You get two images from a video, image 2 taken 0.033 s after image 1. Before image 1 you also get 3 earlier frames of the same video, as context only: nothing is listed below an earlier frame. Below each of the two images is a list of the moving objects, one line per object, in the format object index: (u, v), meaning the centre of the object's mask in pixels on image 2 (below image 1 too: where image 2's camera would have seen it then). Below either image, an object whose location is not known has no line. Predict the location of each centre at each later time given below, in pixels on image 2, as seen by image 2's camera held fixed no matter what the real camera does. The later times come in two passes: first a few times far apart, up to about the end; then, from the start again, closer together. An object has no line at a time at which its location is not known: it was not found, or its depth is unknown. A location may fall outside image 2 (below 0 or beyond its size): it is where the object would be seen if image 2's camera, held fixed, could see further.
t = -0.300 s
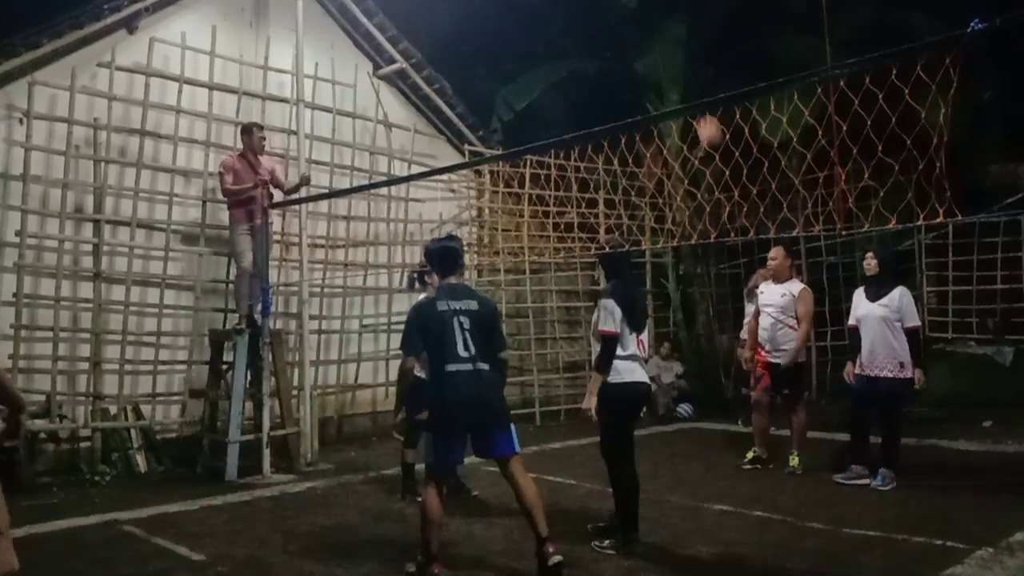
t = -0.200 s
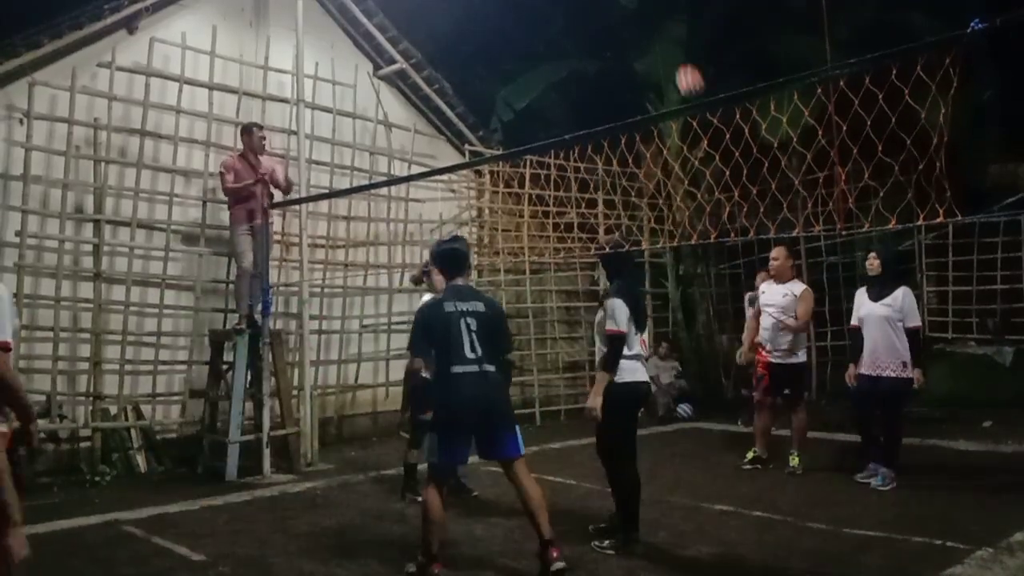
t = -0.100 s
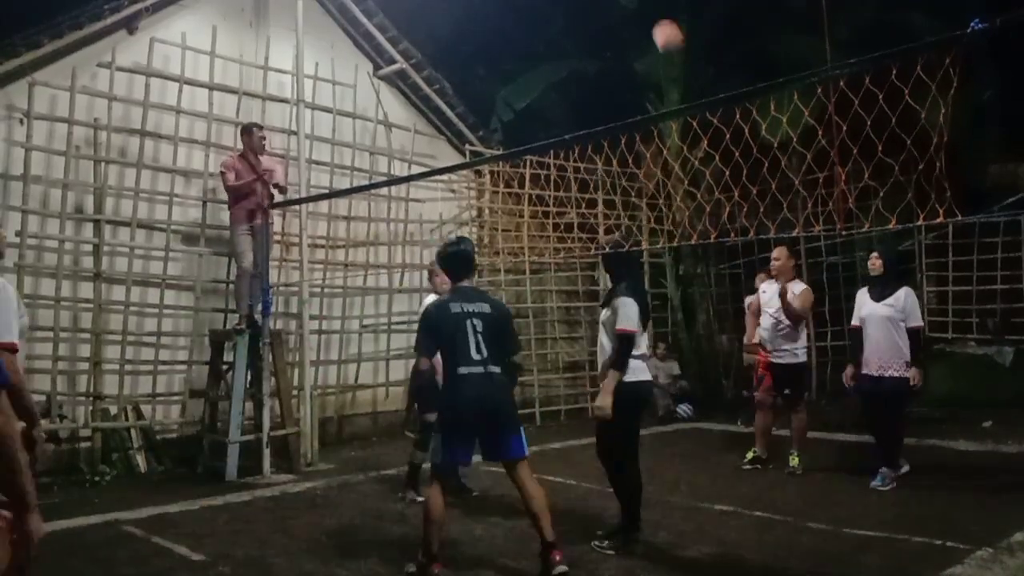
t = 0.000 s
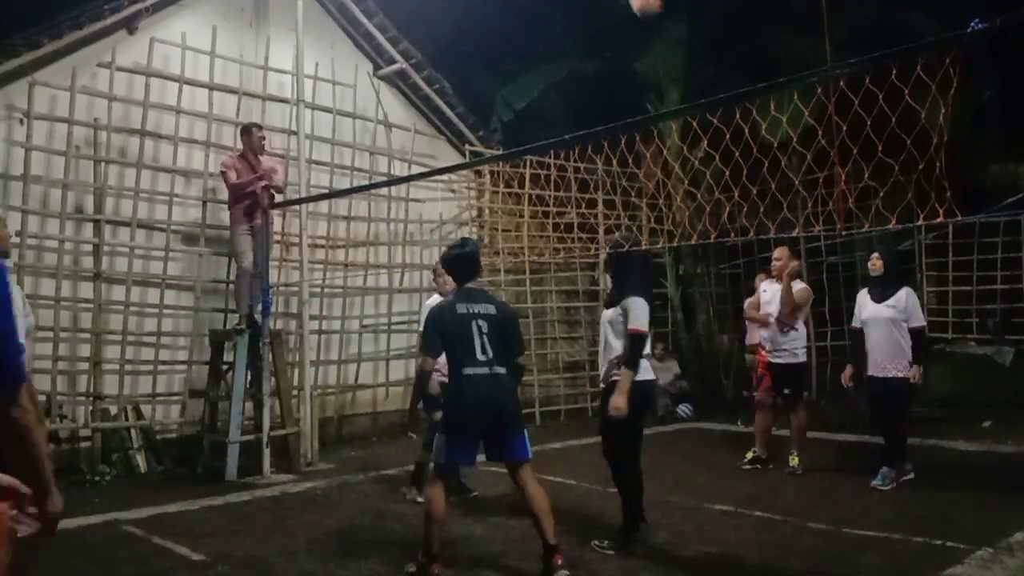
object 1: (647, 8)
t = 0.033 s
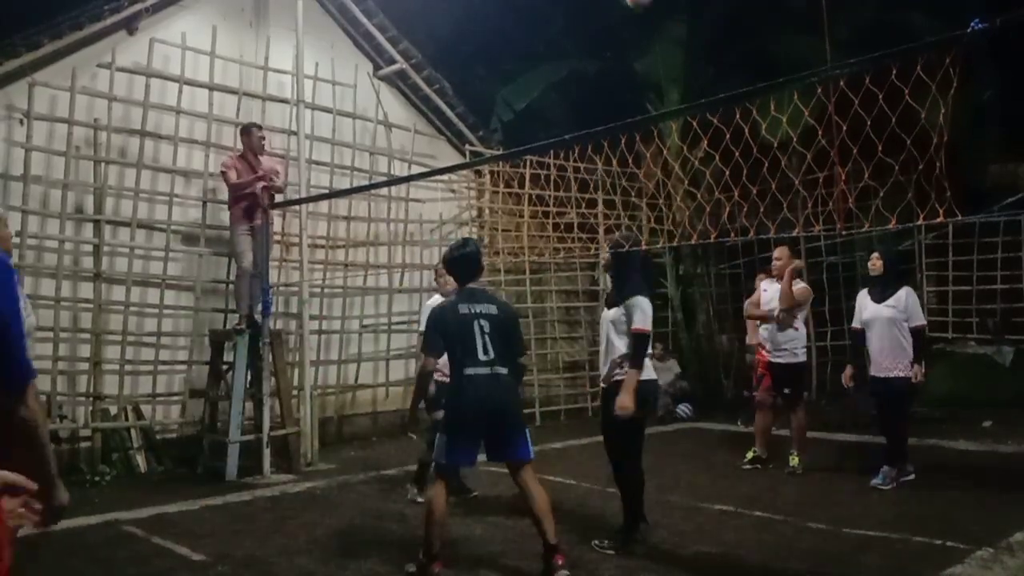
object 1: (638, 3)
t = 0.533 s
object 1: (484, 24)
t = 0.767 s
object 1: (361, 259)
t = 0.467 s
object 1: (508, 5)
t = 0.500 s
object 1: (494, 14)
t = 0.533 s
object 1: (484, 24)
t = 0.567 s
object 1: (469, 45)
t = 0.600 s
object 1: (454, 70)
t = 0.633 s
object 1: (438, 98)
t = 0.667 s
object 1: (422, 131)
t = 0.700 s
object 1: (400, 173)
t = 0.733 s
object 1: (381, 214)
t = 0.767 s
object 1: (361, 259)
